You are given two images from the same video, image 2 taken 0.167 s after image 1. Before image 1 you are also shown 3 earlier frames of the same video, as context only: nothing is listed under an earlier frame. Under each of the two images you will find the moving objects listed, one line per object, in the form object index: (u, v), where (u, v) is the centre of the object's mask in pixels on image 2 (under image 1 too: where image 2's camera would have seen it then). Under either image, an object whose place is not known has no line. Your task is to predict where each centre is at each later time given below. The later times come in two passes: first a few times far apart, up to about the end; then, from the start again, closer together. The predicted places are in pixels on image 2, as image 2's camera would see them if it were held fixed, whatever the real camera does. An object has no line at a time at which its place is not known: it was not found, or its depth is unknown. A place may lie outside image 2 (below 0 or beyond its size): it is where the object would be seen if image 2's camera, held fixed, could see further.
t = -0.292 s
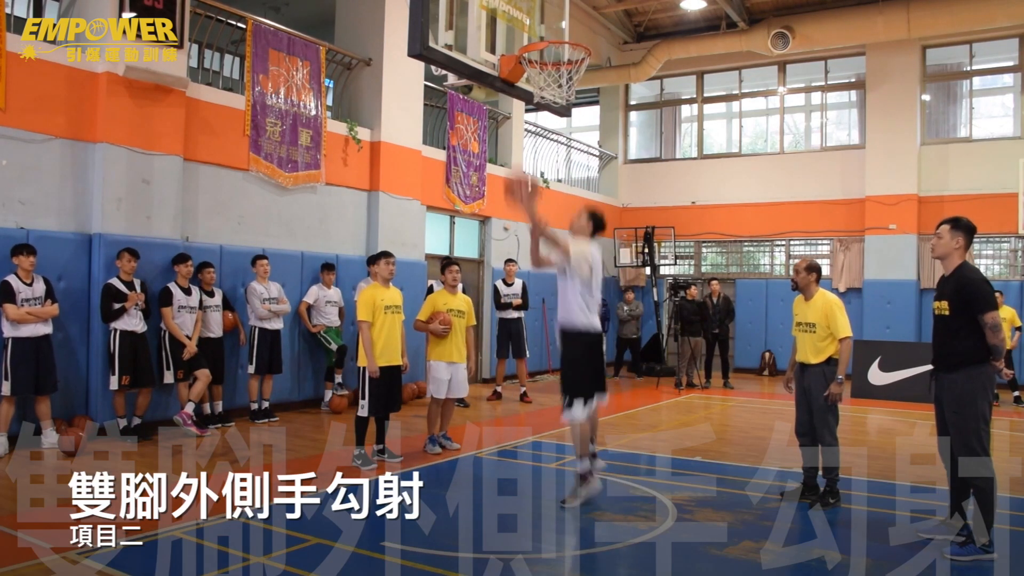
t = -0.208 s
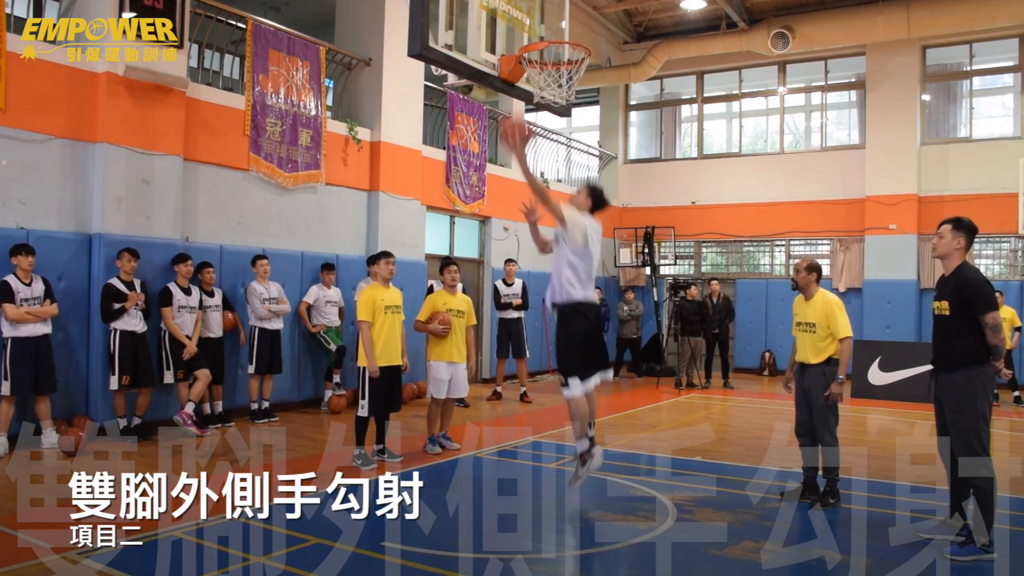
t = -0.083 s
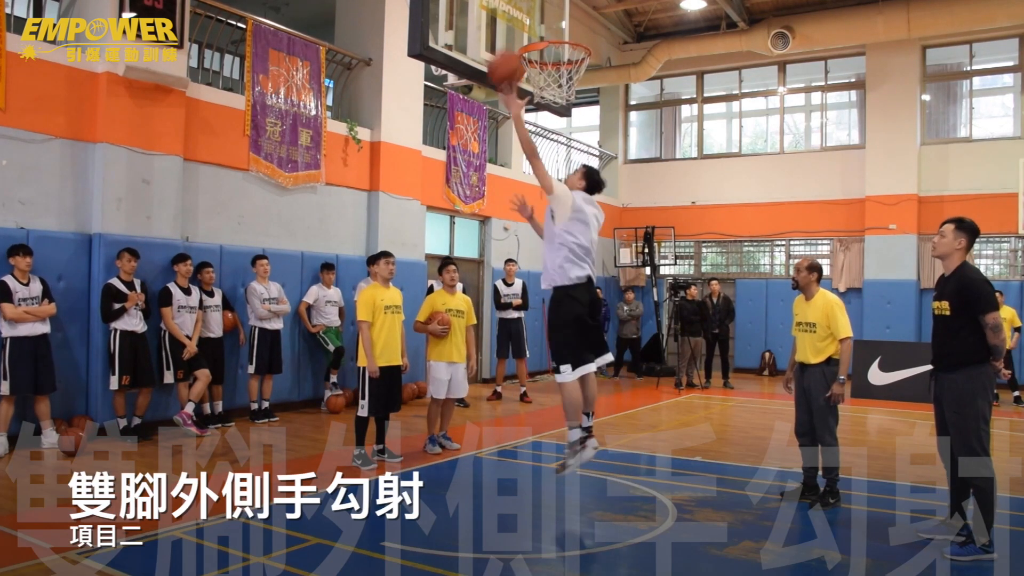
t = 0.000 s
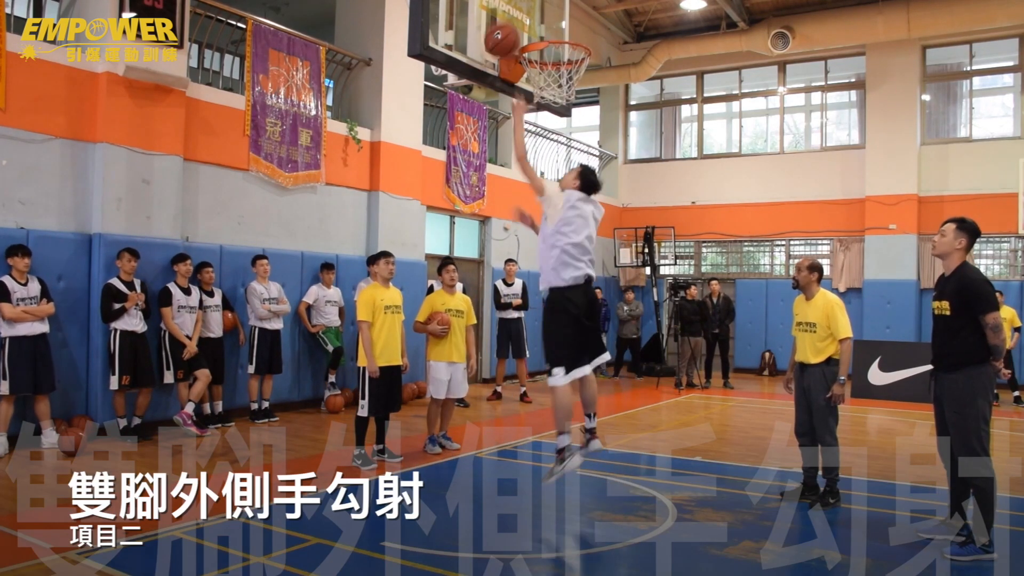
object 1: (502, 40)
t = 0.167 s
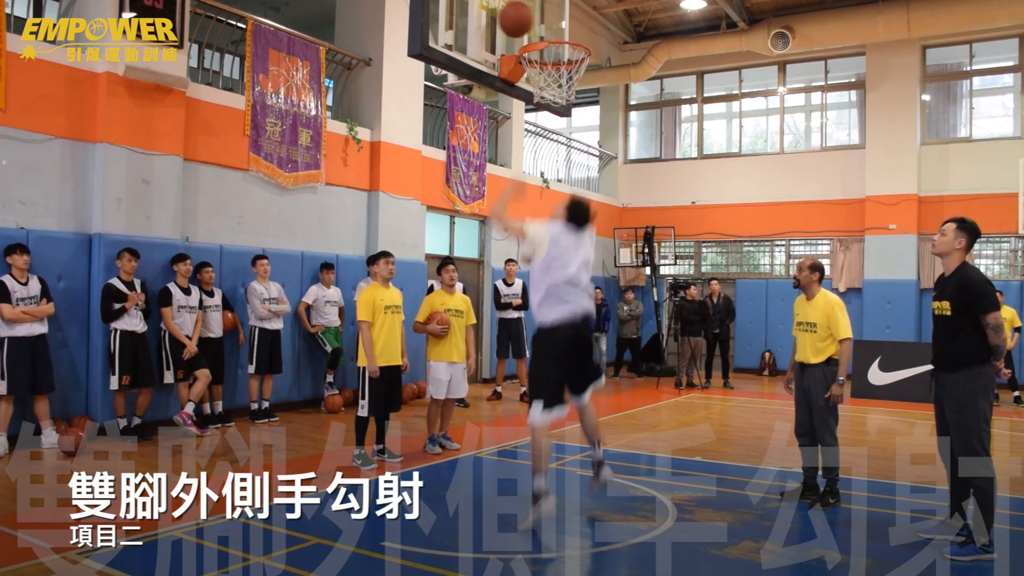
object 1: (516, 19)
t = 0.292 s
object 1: (537, 30)
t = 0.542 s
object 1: (569, 105)
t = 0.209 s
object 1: (523, 21)
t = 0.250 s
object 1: (530, 26)
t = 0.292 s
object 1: (537, 30)
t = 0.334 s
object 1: (544, 34)
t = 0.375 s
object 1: (553, 55)
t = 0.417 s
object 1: (559, 66)
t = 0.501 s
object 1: (568, 96)
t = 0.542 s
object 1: (569, 105)
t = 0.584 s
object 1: (569, 119)
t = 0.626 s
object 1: (570, 138)
